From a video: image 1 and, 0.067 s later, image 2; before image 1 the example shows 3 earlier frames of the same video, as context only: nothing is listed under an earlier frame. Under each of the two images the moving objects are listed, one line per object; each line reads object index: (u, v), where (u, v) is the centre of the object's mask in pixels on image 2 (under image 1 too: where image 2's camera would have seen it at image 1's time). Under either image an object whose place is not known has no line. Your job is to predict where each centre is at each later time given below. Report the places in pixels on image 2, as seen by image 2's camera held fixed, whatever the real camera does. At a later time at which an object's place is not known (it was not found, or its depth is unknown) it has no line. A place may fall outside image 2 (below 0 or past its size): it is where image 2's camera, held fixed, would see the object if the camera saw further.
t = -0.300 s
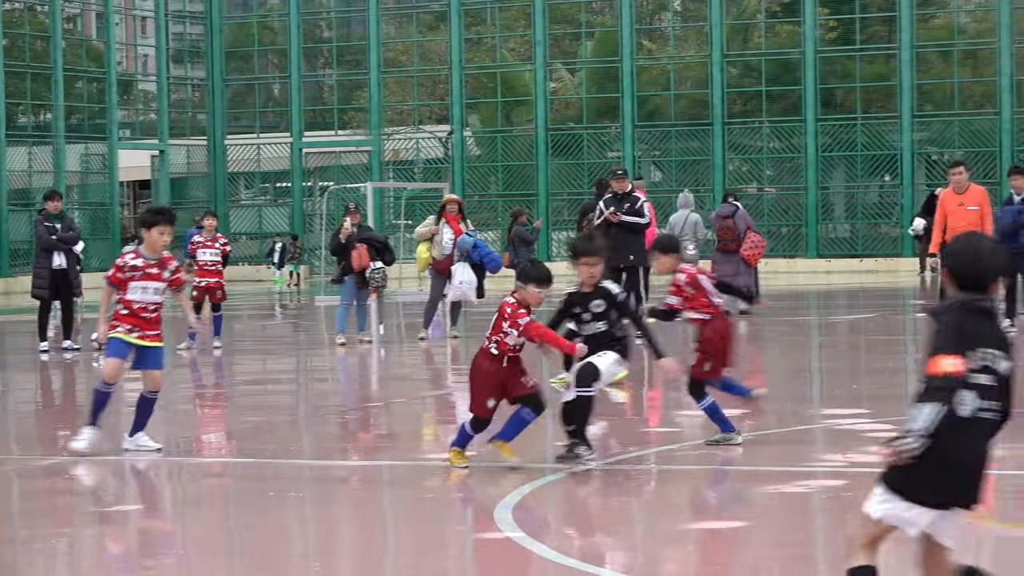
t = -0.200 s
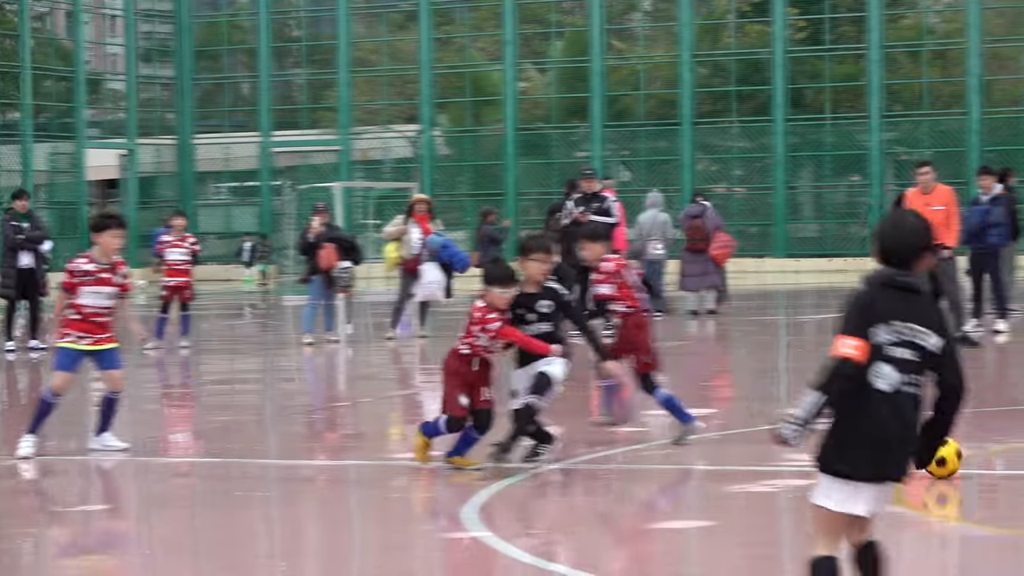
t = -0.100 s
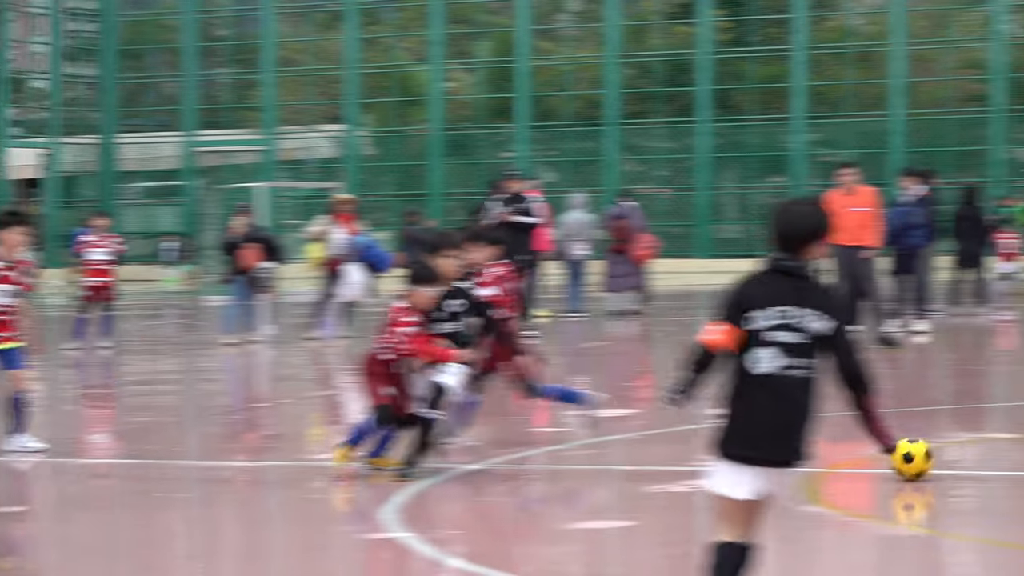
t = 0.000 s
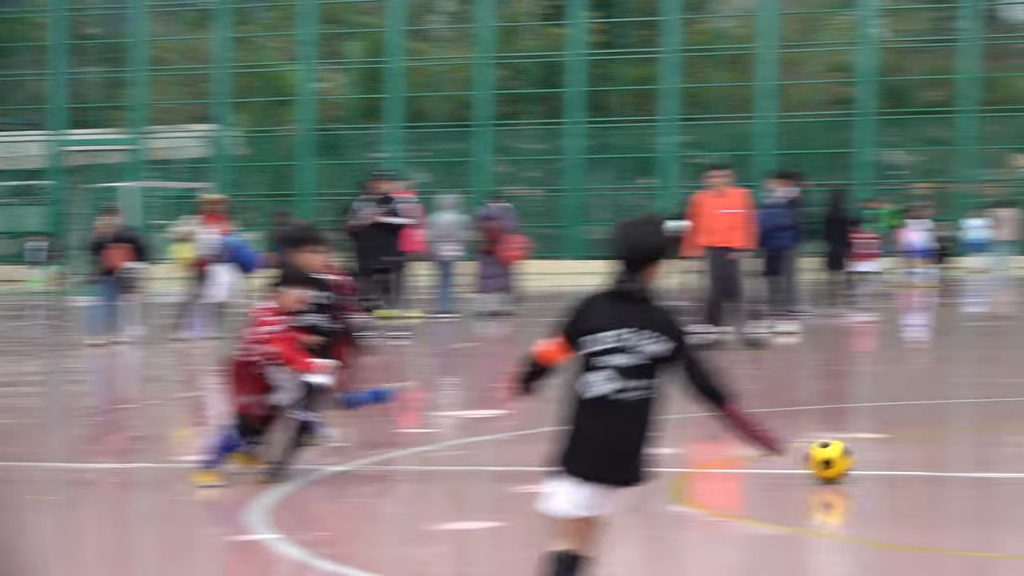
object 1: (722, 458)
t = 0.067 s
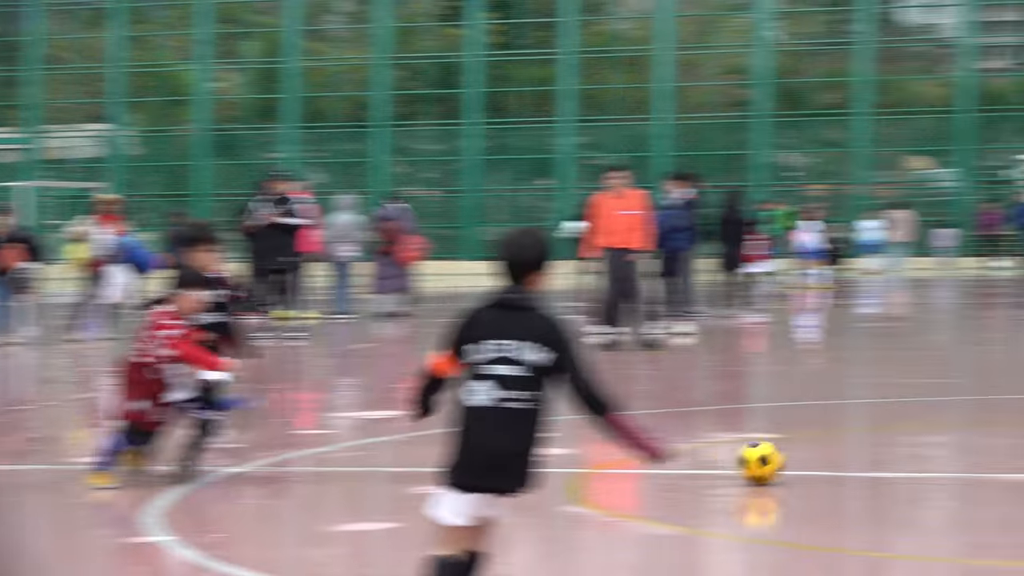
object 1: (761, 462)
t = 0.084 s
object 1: (769, 463)
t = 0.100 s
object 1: (779, 465)
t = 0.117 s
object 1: (788, 464)
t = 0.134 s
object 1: (798, 465)
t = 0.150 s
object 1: (807, 466)
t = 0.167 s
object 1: (818, 467)
